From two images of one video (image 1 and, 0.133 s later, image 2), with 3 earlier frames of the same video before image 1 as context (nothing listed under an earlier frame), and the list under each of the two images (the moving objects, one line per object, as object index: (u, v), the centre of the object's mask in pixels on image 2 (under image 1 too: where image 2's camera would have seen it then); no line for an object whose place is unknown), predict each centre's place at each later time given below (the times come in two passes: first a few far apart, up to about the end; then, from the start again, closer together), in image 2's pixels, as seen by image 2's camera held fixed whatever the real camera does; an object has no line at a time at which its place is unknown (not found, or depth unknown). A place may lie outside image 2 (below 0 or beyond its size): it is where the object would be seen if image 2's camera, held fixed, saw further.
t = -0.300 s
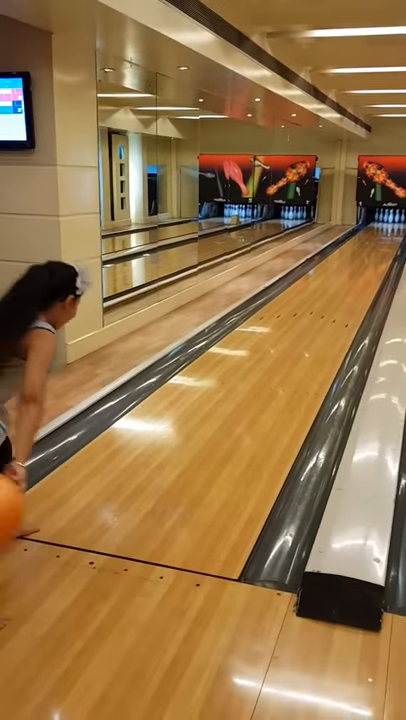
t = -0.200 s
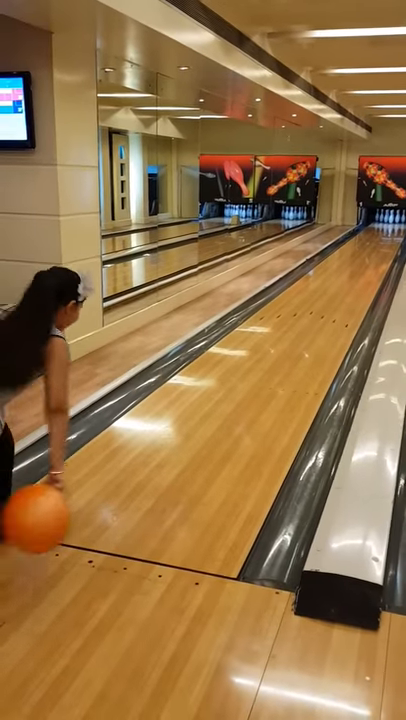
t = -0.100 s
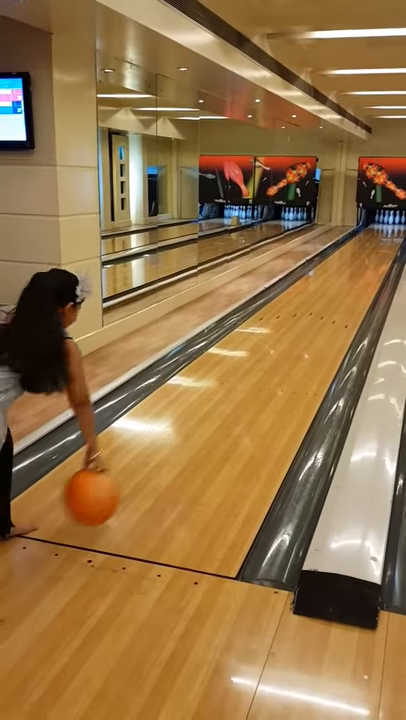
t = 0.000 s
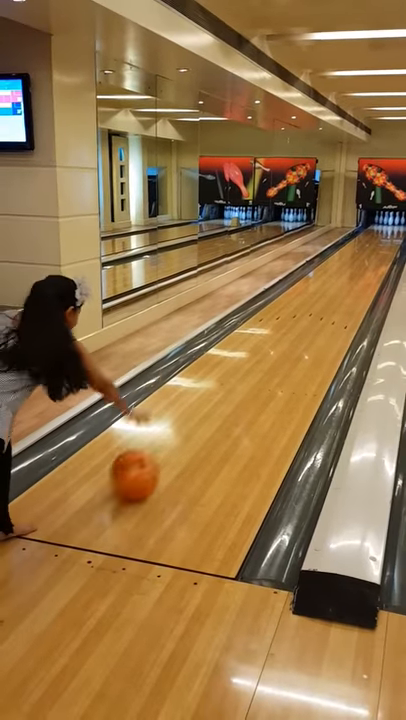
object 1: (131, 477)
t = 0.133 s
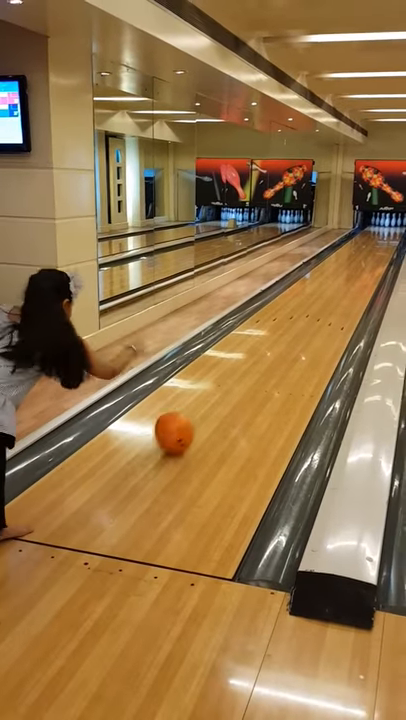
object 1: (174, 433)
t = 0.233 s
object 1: (197, 408)
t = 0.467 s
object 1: (238, 367)
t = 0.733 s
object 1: (269, 337)
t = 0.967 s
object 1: (287, 317)
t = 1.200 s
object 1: (302, 303)
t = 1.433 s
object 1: (313, 291)
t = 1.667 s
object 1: (323, 282)
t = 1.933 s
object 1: (331, 274)
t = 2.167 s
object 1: (337, 268)
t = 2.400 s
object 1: (341, 263)
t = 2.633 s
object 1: (345, 259)
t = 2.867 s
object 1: (349, 256)
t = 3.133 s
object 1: (353, 252)
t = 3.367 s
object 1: (355, 249)
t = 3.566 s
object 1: (358, 247)
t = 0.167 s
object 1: (182, 424)
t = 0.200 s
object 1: (190, 416)
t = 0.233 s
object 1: (197, 408)
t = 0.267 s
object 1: (205, 401)
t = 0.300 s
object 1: (211, 395)
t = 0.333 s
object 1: (217, 389)
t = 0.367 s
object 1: (223, 382)
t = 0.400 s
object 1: (228, 376)
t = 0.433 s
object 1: (233, 371)
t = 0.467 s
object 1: (238, 367)
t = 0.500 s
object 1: (243, 362)
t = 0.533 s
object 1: (247, 358)
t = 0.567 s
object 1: (251, 354)
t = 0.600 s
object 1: (255, 350)
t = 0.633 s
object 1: (258, 346)
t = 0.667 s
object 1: (262, 343)
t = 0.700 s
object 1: (265, 340)
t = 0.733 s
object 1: (269, 337)
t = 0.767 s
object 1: (272, 333)
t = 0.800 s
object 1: (275, 330)
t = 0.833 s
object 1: (278, 327)
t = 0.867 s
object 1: (280, 325)
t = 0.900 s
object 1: (282, 322)
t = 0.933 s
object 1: (285, 320)
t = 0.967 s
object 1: (287, 317)
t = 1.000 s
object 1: (290, 315)
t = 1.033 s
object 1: (292, 313)
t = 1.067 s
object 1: (294, 311)
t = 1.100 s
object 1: (296, 309)
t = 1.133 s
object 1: (299, 307)
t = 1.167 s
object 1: (300, 305)
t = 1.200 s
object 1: (302, 303)
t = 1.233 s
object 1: (304, 302)
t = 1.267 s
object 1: (306, 300)
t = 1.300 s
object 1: (307, 298)
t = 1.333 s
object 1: (309, 296)
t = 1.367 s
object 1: (310, 294)
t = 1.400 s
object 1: (312, 293)
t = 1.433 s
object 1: (313, 291)
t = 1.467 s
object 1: (315, 290)
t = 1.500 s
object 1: (316, 288)
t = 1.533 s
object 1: (317, 287)
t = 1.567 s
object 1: (319, 286)
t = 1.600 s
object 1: (320, 285)
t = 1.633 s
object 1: (322, 283)
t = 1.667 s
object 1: (323, 282)
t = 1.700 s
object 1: (324, 281)
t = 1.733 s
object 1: (325, 280)
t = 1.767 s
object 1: (326, 279)
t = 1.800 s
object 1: (327, 278)
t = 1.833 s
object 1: (328, 276)
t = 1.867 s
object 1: (329, 276)
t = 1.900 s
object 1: (330, 274)
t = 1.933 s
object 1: (331, 274)
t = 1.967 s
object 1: (332, 273)
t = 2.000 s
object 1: (333, 272)
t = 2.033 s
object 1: (334, 271)
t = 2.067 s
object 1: (335, 270)
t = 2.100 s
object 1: (336, 270)
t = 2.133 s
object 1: (336, 269)
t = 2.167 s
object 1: (337, 268)
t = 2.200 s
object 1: (338, 267)
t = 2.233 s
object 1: (338, 266)
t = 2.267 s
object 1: (339, 266)
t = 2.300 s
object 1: (339, 265)
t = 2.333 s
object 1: (340, 265)
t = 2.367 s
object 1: (341, 264)
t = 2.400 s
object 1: (341, 263)
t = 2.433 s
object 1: (342, 262)
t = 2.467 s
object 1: (342, 262)
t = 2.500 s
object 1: (343, 262)
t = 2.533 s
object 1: (344, 261)
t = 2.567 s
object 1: (344, 260)
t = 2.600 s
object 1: (344, 260)
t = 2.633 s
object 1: (345, 259)
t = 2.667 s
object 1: (345, 259)
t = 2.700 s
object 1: (346, 258)
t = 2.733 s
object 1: (347, 258)
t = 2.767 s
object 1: (347, 257)
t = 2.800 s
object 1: (348, 256)
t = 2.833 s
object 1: (348, 256)
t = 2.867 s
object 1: (349, 256)
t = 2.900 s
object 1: (349, 255)
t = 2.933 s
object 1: (350, 255)
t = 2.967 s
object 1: (350, 254)
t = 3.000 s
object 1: (351, 254)
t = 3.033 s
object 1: (351, 253)
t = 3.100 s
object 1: (352, 253)
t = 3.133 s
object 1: (353, 252)
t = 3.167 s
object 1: (353, 252)
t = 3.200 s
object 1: (354, 251)
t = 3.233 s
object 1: (354, 251)
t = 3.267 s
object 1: (354, 251)
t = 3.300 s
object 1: (355, 250)
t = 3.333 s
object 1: (355, 250)
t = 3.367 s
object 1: (355, 249)
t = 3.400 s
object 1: (356, 249)
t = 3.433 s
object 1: (356, 249)
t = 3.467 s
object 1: (357, 248)
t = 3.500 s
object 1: (357, 248)
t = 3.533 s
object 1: (358, 248)
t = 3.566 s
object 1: (358, 247)
